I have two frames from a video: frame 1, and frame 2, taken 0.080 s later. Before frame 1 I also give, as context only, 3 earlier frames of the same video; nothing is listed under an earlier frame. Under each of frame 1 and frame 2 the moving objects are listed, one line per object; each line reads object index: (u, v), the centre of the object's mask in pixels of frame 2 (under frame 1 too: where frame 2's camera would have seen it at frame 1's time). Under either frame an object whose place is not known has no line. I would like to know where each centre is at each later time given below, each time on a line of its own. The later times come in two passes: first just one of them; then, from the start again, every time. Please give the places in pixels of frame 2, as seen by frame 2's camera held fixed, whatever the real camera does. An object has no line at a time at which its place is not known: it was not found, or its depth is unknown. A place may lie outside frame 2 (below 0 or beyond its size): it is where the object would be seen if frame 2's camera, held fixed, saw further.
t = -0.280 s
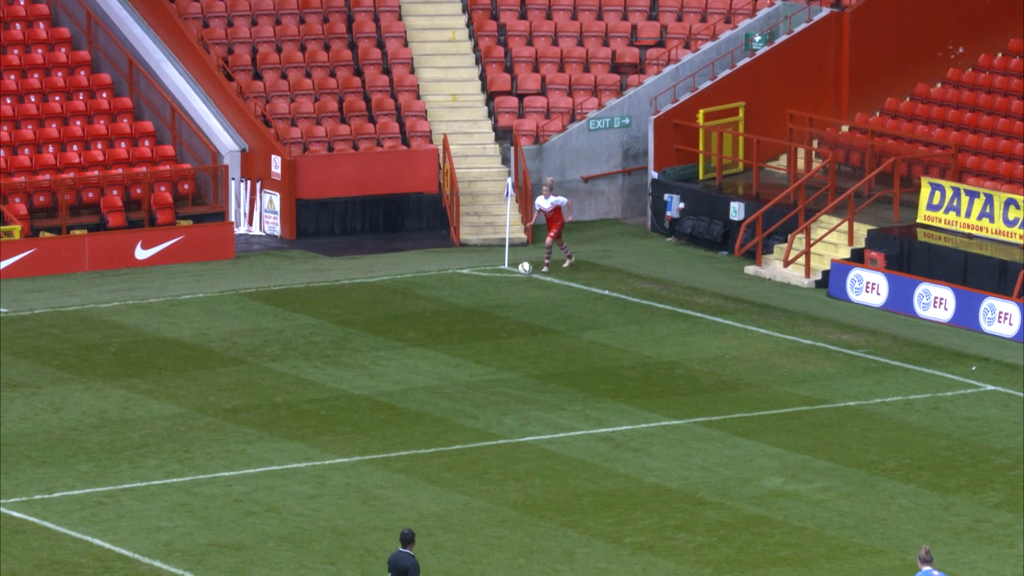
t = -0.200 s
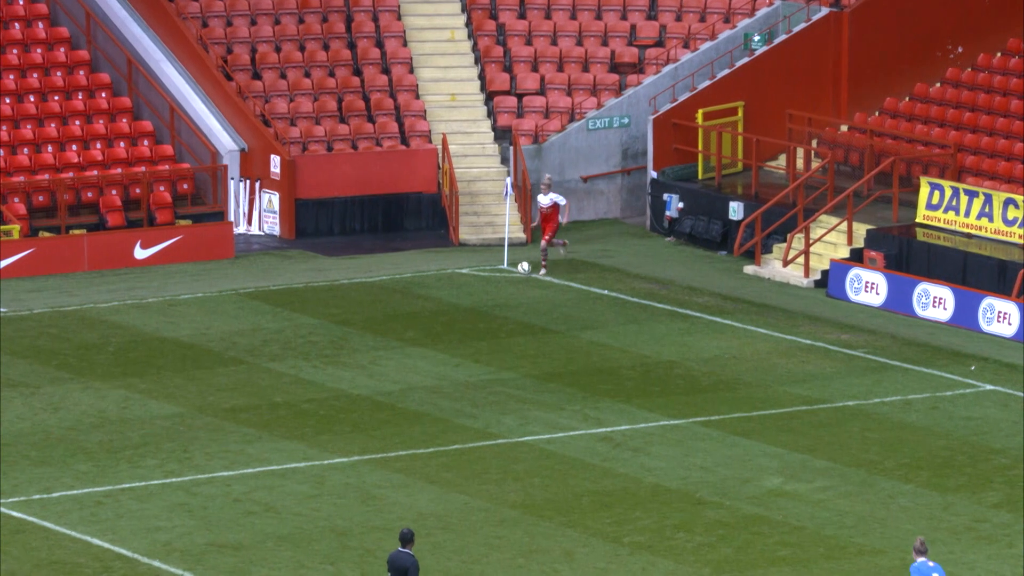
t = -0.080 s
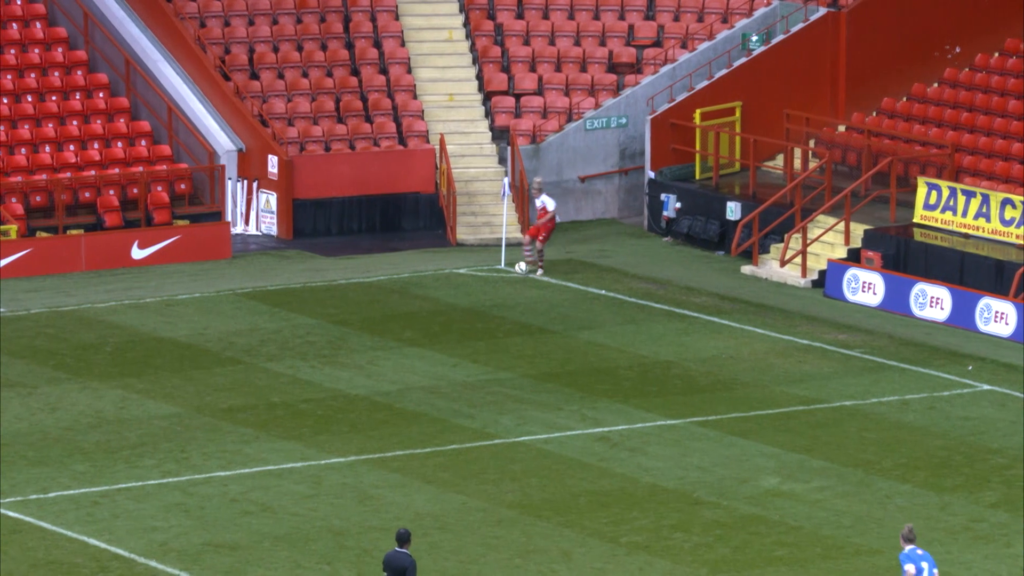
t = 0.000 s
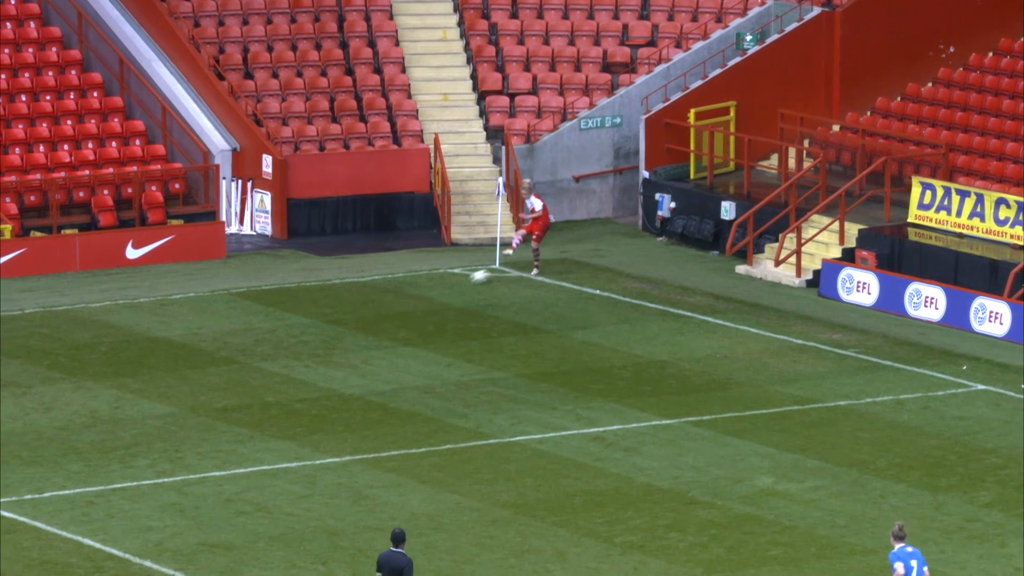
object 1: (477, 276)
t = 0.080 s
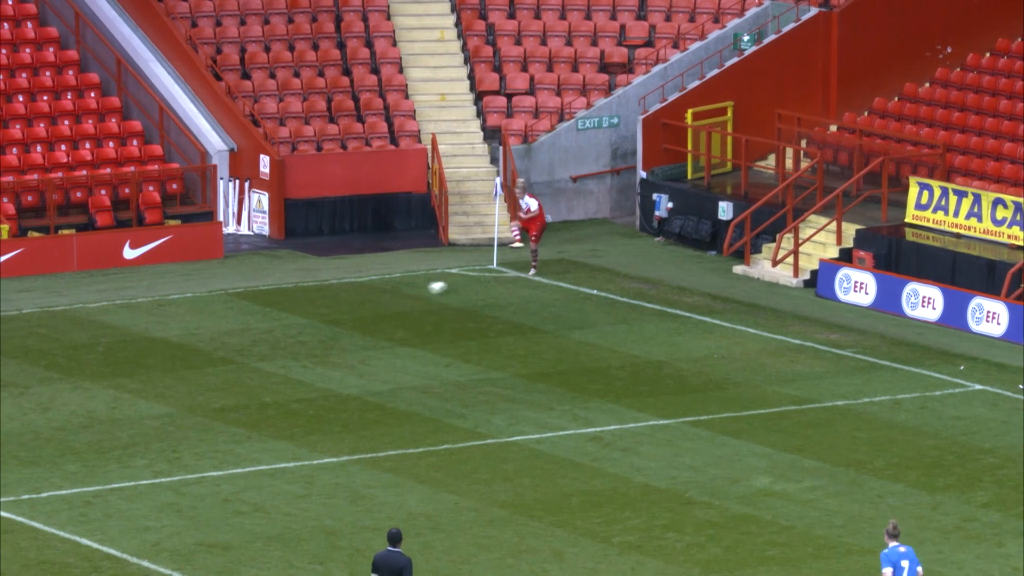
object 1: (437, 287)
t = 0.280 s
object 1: (345, 313)
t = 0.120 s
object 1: (418, 291)
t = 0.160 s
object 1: (399, 296)
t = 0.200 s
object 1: (381, 301)
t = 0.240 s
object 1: (362, 308)
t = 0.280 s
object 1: (345, 313)
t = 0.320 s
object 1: (328, 316)
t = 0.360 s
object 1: (311, 321)
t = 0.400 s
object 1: (294, 326)
